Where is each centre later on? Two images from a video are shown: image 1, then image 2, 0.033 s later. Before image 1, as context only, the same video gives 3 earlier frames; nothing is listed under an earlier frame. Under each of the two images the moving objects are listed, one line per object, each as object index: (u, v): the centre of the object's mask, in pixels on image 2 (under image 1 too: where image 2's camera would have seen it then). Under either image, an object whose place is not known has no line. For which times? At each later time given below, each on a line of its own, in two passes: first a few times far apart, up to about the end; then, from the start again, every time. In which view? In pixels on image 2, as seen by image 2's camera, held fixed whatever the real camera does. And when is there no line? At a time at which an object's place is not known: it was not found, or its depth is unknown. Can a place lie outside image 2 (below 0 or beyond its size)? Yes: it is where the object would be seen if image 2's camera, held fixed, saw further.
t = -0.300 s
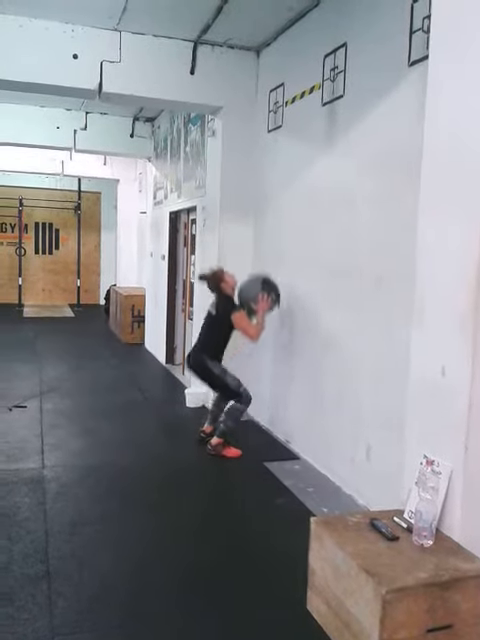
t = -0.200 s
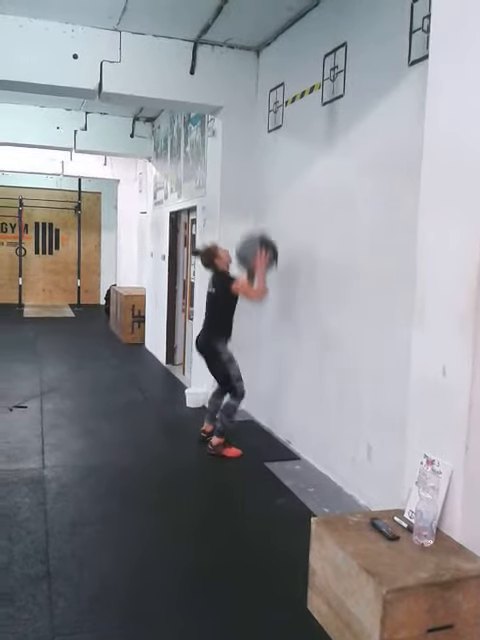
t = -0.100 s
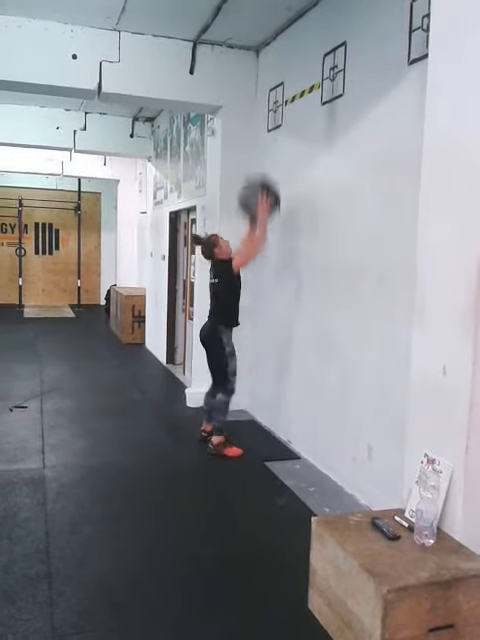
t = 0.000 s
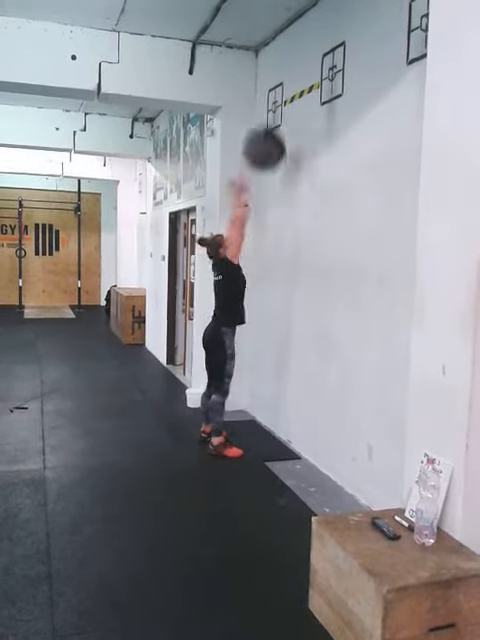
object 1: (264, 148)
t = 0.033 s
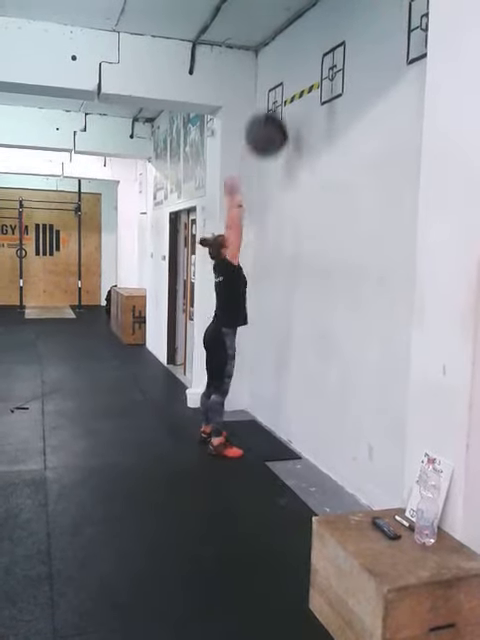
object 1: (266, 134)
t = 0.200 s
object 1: (276, 88)
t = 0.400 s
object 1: (278, 81)
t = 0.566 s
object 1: (275, 109)
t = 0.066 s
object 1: (267, 122)
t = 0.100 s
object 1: (269, 109)
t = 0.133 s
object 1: (271, 102)
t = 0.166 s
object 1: (273, 94)
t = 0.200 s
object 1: (276, 88)
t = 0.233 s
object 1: (277, 84)
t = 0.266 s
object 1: (278, 81)
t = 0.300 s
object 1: (279, 80)
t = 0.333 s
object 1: (279, 79)
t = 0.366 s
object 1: (279, 78)
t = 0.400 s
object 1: (278, 81)
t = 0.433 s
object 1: (277, 84)
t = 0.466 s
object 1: (276, 88)
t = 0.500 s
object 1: (276, 93)
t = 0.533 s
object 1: (275, 101)
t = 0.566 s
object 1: (275, 109)
